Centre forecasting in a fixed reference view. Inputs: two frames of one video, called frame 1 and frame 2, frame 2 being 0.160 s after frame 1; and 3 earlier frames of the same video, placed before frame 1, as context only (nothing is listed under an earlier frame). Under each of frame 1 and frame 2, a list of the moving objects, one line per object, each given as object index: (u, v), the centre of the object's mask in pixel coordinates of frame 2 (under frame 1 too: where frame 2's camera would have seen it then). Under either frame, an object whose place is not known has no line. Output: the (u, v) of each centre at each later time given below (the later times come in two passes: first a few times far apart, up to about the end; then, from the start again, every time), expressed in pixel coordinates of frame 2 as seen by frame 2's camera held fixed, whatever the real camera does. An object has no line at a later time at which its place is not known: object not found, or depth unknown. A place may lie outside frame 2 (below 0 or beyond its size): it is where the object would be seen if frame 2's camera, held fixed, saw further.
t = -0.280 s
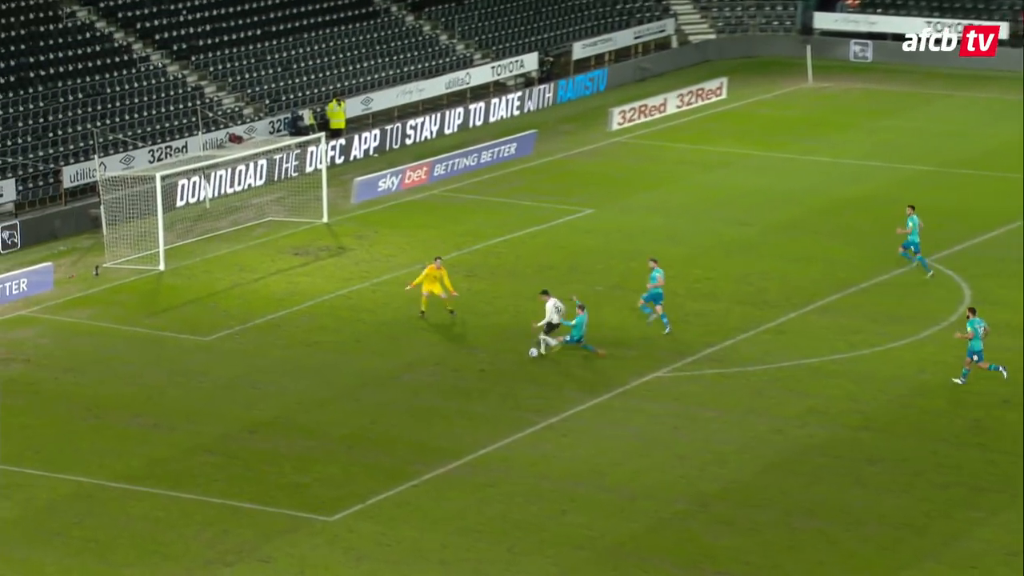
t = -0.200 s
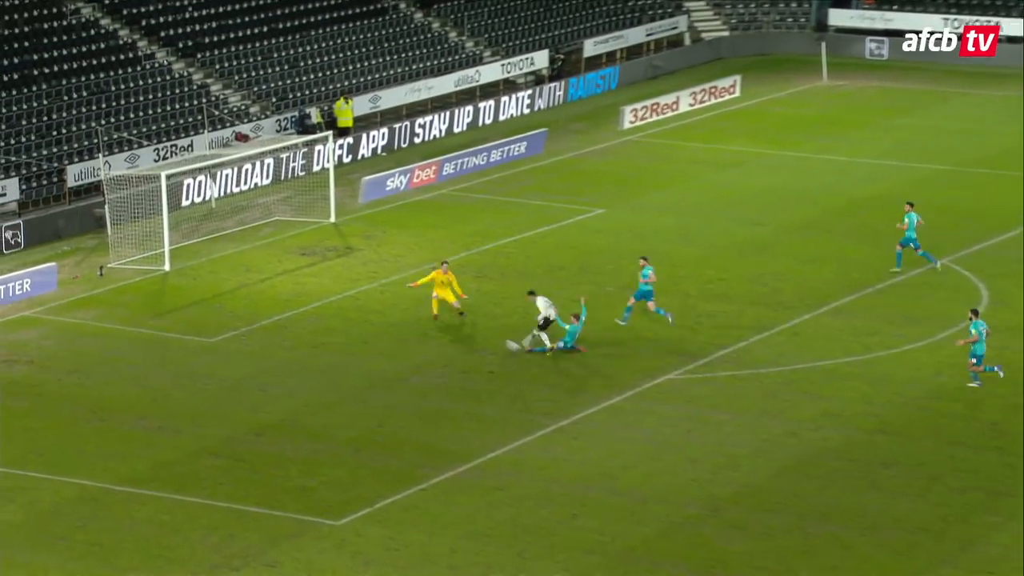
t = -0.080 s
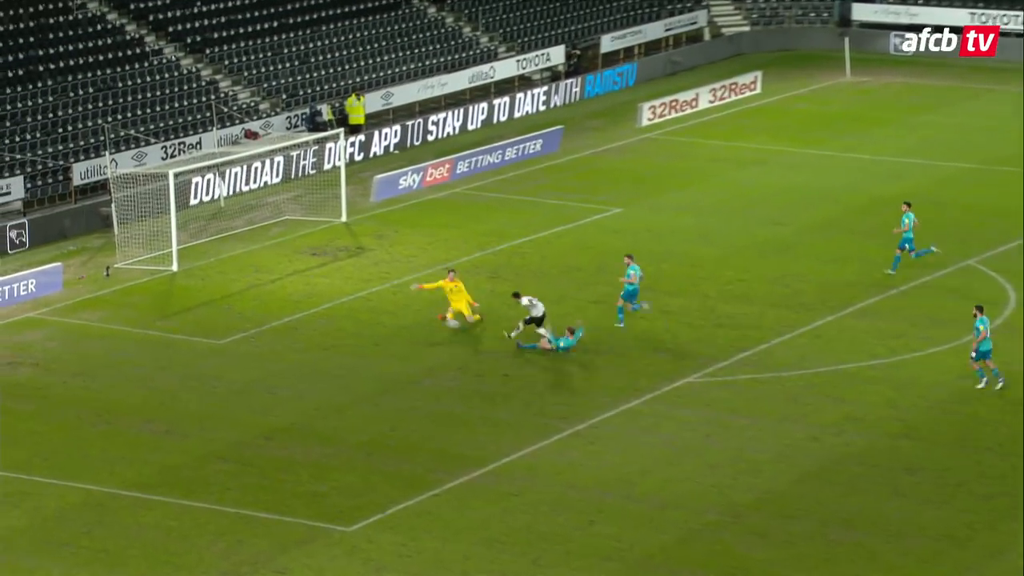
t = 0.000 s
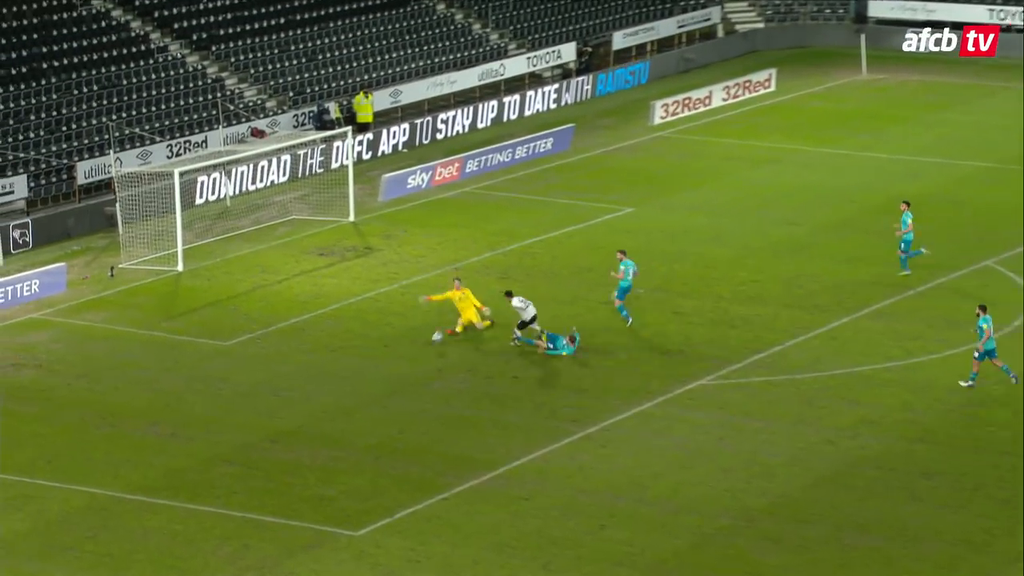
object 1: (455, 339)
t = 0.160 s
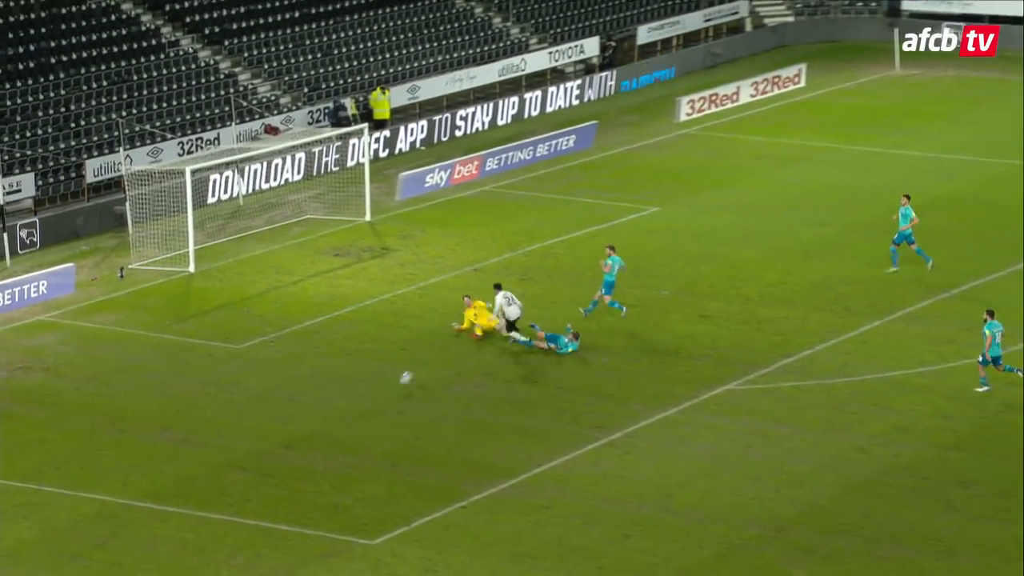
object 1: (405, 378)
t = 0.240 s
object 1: (378, 400)
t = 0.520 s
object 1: (270, 464)
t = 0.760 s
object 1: (167, 516)
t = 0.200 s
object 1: (392, 388)
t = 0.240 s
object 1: (378, 400)
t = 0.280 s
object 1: (363, 410)
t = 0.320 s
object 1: (349, 417)
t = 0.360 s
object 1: (334, 425)
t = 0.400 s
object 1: (319, 434)
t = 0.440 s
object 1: (303, 443)
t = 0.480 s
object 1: (287, 453)
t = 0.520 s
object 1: (270, 464)
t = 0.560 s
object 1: (254, 473)
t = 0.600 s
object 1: (237, 480)
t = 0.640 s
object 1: (220, 488)
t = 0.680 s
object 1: (203, 497)
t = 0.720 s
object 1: (185, 506)
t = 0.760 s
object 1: (167, 516)
